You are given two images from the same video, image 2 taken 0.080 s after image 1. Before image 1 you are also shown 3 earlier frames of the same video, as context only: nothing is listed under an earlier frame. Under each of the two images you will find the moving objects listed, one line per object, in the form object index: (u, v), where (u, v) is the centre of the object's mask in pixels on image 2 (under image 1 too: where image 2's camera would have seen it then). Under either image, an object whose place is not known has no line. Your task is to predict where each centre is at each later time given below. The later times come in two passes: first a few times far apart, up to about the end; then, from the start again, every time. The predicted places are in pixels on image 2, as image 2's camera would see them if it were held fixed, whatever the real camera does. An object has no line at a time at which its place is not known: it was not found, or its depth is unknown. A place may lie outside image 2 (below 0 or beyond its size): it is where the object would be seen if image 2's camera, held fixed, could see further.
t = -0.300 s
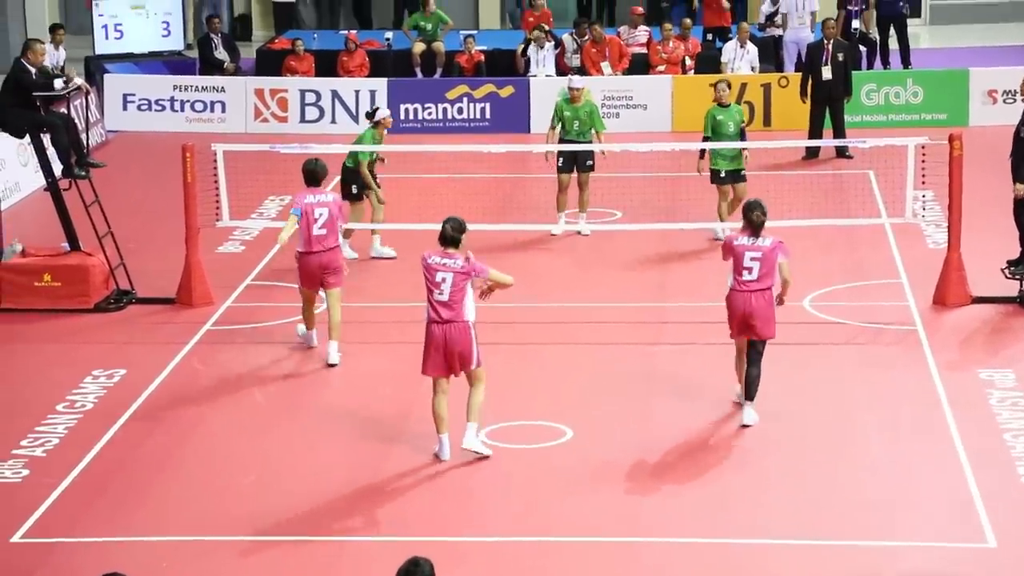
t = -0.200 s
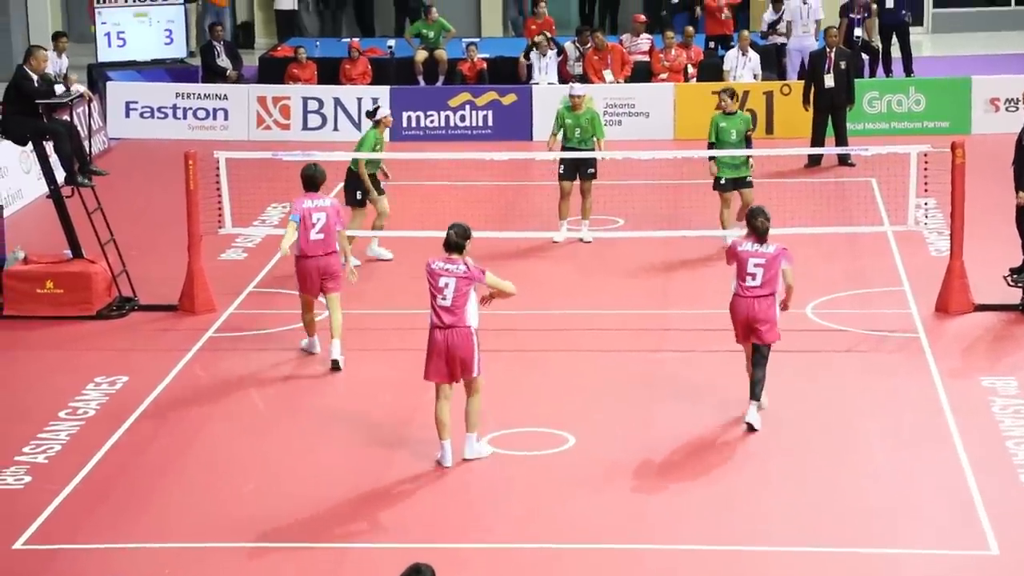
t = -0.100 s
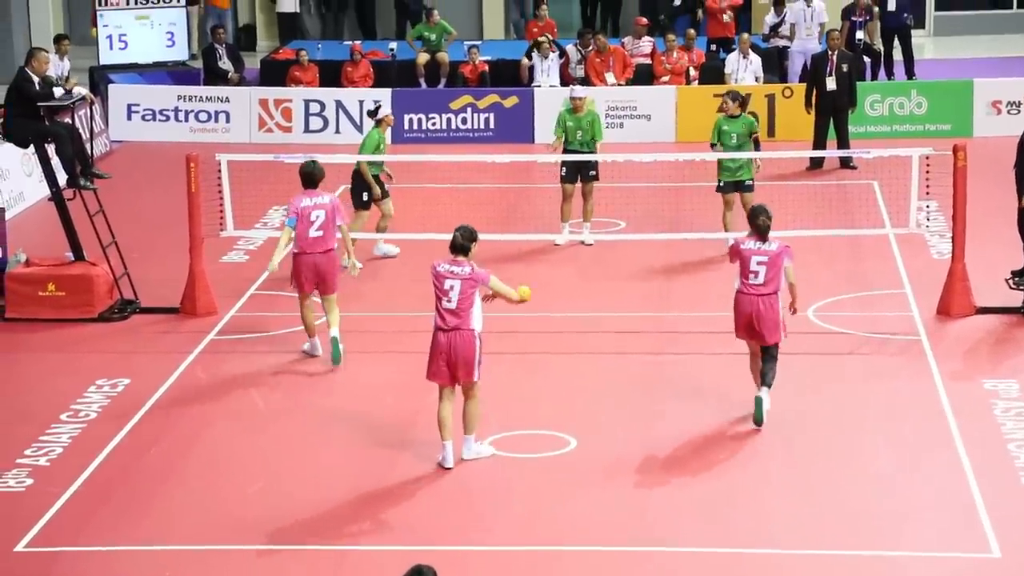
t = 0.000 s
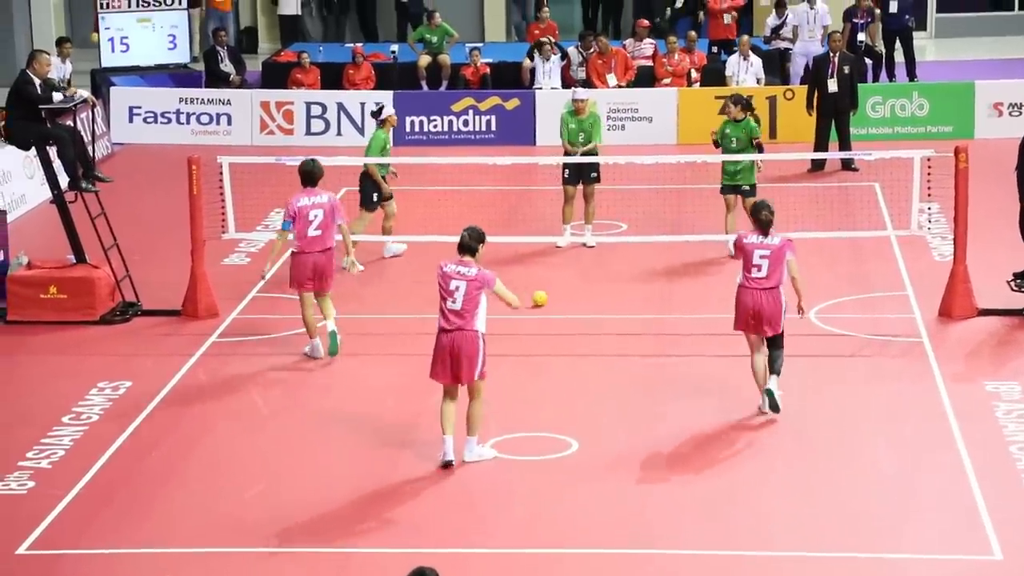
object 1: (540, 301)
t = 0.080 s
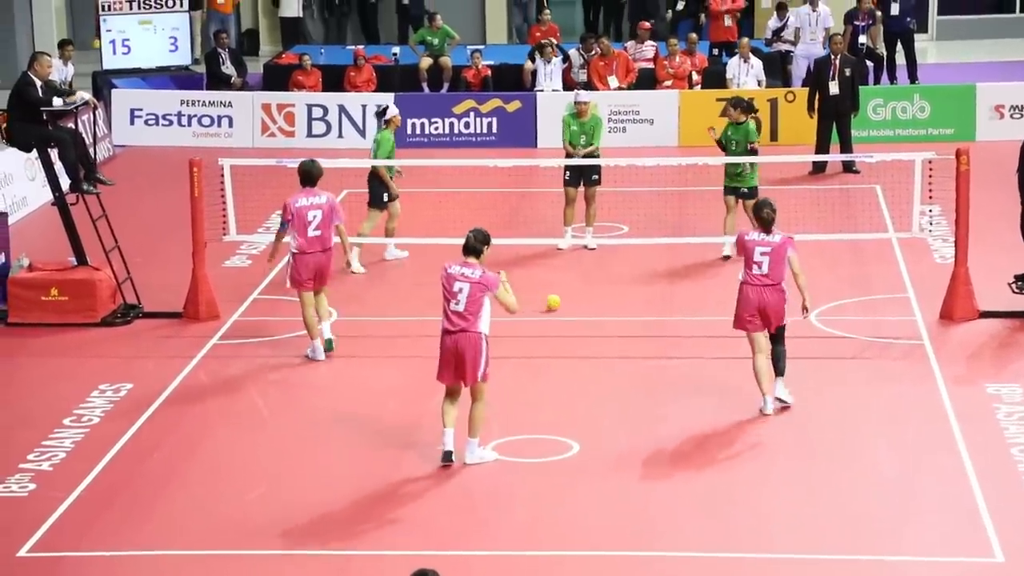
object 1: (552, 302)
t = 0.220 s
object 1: (573, 306)
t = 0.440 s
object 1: (605, 311)
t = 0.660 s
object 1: (636, 316)
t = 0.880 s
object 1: (666, 322)
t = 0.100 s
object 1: (555, 303)
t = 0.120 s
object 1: (557, 304)
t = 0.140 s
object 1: (561, 304)
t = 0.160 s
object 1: (564, 304)
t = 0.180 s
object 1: (567, 305)
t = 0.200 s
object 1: (570, 306)
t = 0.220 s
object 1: (573, 306)
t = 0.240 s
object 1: (576, 306)
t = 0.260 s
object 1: (579, 307)
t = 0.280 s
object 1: (582, 307)
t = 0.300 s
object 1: (584, 308)
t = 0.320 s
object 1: (587, 308)
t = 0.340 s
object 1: (590, 309)
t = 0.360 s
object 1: (593, 309)
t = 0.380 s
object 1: (596, 310)
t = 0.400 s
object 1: (599, 310)
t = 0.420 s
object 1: (602, 310)
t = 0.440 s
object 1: (605, 311)
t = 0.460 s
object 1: (607, 311)
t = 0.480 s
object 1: (610, 312)
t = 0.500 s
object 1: (613, 312)
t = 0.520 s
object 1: (616, 312)
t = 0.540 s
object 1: (619, 313)
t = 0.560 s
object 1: (622, 314)
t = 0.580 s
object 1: (625, 314)
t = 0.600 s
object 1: (627, 315)
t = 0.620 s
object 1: (630, 315)
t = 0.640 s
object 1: (633, 316)
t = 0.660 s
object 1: (636, 316)
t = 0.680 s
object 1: (638, 316)
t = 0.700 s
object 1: (641, 317)
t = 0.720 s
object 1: (644, 318)
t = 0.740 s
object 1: (647, 318)
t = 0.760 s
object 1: (650, 318)
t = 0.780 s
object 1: (652, 319)
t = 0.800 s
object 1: (655, 320)
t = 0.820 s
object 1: (658, 320)
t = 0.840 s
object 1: (660, 321)
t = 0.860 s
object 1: (663, 321)
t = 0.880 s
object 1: (666, 322)
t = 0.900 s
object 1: (669, 322)
